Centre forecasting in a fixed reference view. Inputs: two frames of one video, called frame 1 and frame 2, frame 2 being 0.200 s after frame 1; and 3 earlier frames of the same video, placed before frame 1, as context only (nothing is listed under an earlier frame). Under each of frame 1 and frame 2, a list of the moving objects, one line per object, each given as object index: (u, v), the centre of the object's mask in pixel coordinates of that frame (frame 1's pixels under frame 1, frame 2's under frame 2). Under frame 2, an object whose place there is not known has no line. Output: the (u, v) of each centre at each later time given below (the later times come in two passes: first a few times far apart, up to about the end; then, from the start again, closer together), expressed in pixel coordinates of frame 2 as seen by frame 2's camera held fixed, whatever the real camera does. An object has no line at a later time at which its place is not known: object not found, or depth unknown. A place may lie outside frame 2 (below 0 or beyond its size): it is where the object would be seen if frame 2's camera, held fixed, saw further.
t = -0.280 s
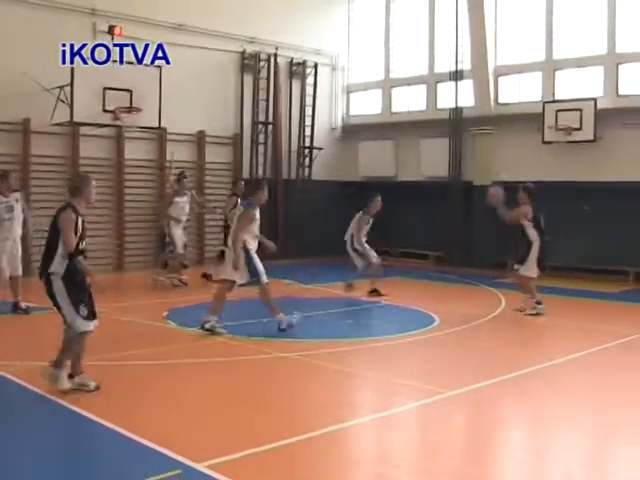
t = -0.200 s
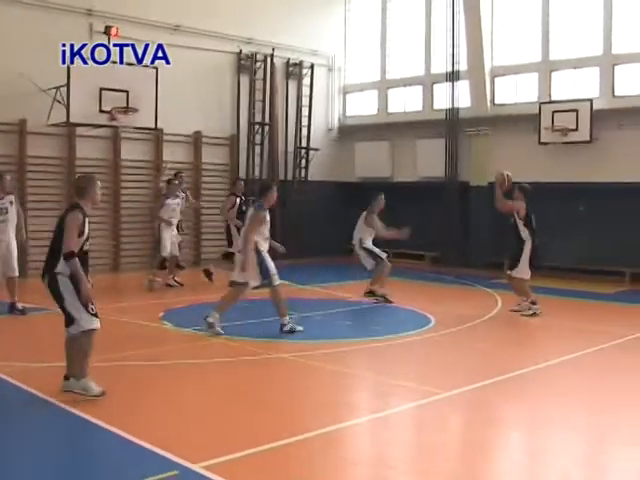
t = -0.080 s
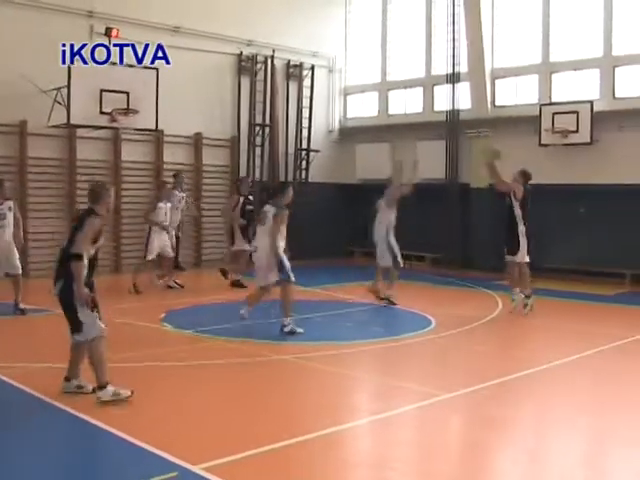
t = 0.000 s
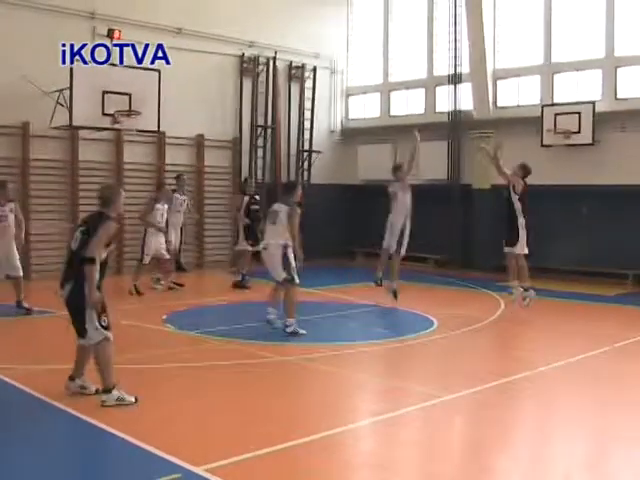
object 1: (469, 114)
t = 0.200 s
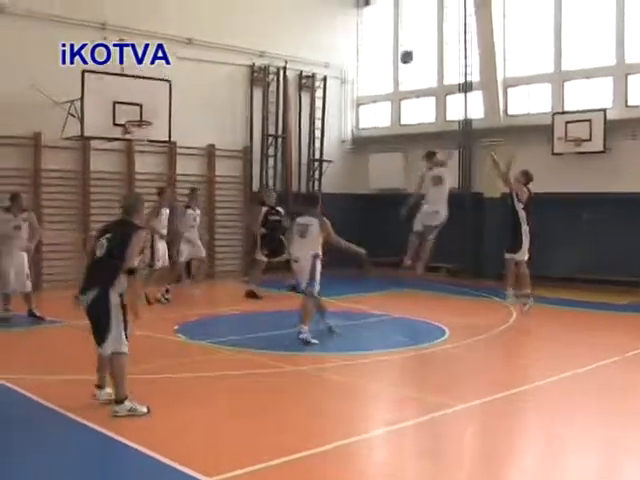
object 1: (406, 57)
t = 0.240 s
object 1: (394, 47)
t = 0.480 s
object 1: (321, 14)
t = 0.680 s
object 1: (265, 15)
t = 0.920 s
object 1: (204, 46)
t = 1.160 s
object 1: (149, 105)
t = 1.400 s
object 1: (159, 92)
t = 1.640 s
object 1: (183, 80)
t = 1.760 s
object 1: (195, 86)
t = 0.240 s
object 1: (394, 47)
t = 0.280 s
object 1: (381, 38)
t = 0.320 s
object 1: (368, 31)
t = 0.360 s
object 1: (356, 25)
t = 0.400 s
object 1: (344, 21)
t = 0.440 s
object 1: (333, 17)
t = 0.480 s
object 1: (321, 14)
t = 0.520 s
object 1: (309, 13)
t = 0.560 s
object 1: (298, 12)
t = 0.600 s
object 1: (287, 12)
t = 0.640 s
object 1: (275, 13)
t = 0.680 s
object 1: (265, 15)
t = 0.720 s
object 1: (254, 18)
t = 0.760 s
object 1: (244, 22)
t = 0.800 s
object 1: (234, 26)
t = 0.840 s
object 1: (224, 32)
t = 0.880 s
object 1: (213, 39)
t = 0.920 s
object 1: (204, 46)
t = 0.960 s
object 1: (194, 54)
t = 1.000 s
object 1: (184, 62)
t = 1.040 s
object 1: (176, 72)
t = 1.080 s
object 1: (168, 82)
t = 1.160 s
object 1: (149, 105)
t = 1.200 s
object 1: (139, 117)
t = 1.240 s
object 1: (143, 117)
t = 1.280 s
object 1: (148, 109)
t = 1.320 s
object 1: (151, 103)
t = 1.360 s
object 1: (155, 96)
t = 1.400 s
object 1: (159, 92)
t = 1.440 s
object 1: (163, 88)
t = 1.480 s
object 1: (166, 85)
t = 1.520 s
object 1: (172, 82)
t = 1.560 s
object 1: (175, 81)
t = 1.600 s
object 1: (179, 80)
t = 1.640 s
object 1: (183, 80)
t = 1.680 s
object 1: (187, 81)
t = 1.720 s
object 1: (191, 83)
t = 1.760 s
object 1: (195, 86)
